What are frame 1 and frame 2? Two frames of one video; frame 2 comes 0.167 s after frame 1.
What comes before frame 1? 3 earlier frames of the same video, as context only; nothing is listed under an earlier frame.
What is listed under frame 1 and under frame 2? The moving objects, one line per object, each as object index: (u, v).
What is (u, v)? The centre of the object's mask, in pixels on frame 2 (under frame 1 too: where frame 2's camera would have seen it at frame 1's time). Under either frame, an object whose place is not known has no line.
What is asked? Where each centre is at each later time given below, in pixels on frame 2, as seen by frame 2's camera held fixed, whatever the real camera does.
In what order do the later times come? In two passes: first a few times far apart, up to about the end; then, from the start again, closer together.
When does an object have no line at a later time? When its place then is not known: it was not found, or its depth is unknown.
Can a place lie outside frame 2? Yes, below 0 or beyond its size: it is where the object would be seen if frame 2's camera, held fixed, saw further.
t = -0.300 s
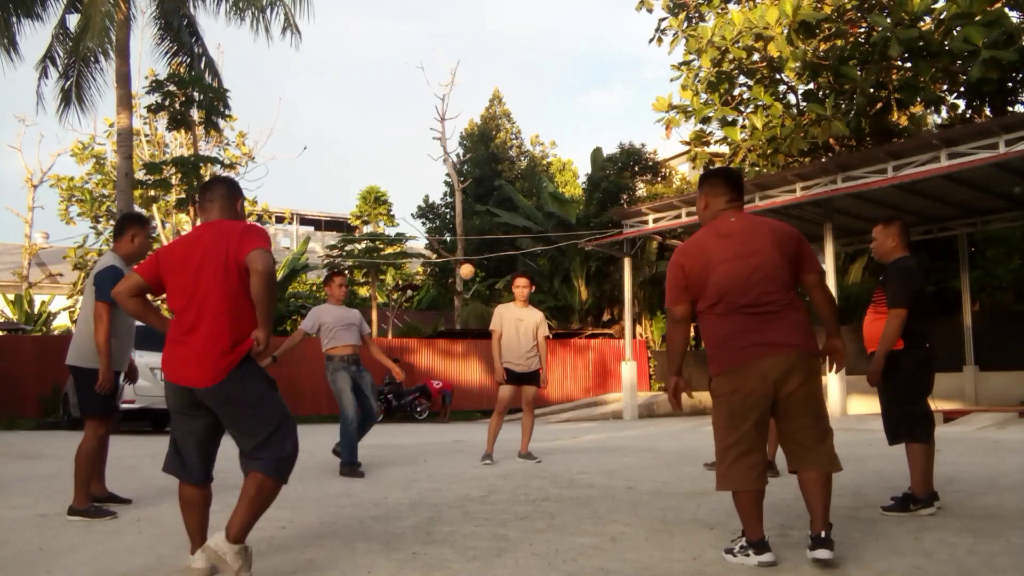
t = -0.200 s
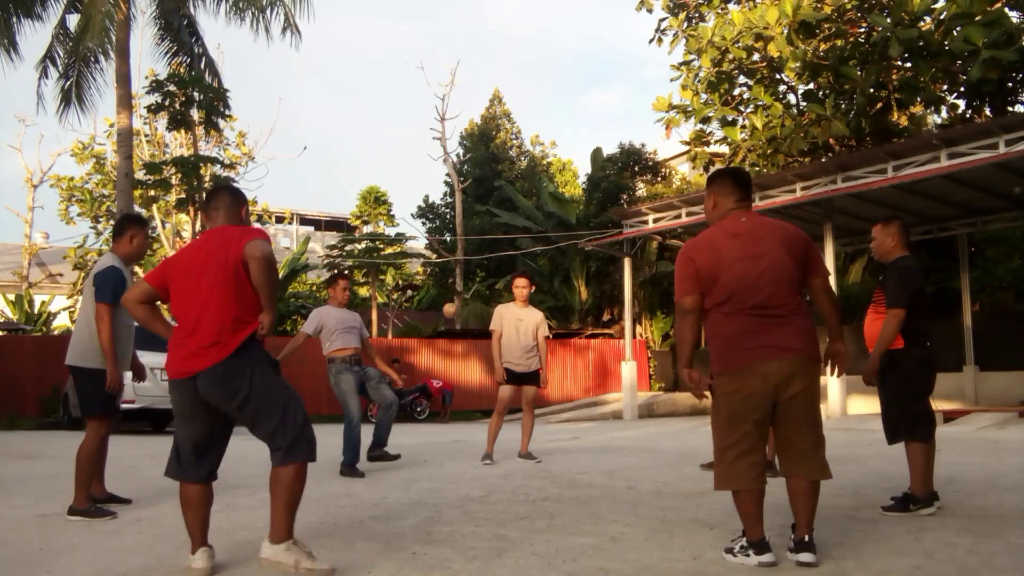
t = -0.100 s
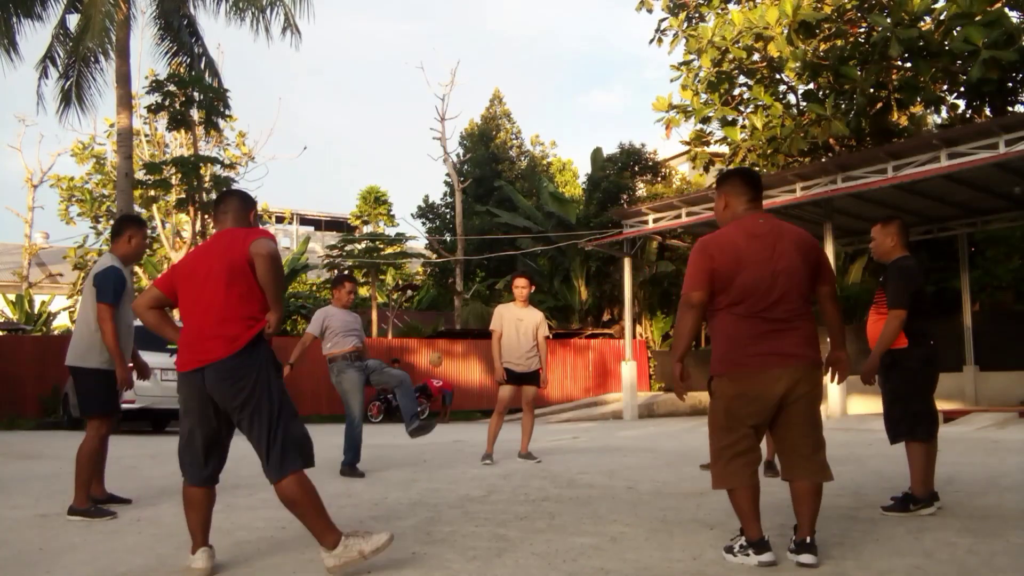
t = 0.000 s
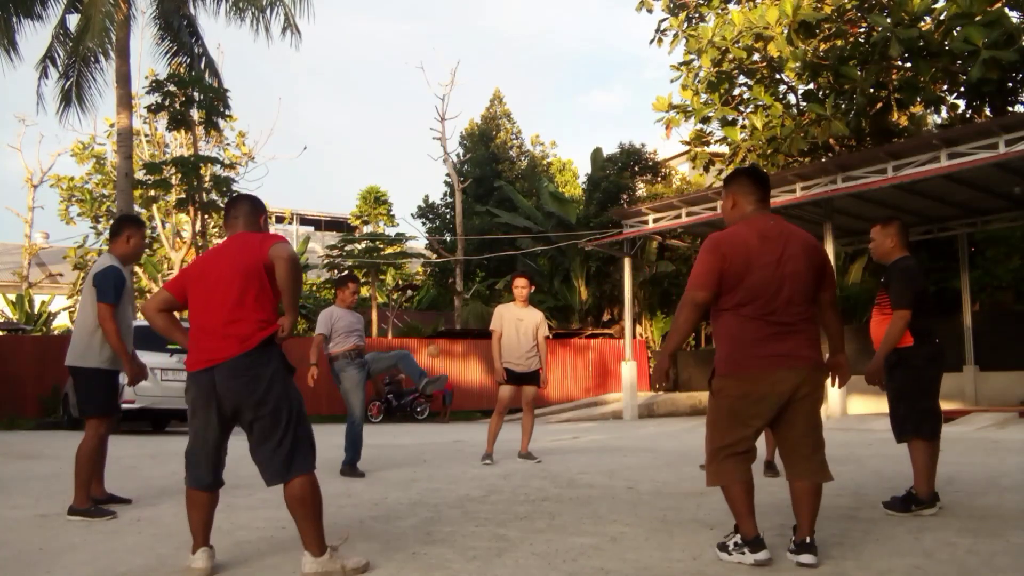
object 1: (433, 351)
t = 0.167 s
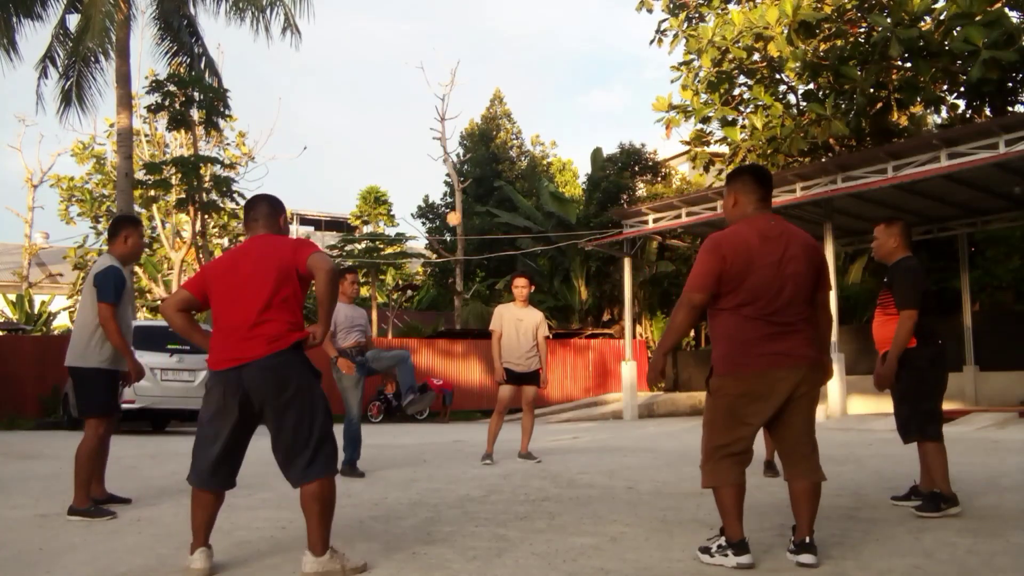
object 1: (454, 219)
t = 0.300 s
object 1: (472, 132)
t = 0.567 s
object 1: (519, 23)
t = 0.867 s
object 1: (590, 27)
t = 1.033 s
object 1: (644, 116)
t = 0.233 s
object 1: (464, 173)
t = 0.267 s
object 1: (468, 152)
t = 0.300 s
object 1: (472, 132)
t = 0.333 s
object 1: (478, 114)
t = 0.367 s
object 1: (484, 98)
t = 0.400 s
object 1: (489, 82)
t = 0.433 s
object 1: (494, 67)
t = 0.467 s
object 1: (500, 54)
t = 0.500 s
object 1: (506, 42)
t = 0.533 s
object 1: (512, 32)
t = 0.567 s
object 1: (519, 23)
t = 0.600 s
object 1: (526, 16)
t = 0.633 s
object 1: (532, 10)
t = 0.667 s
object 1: (540, 7)
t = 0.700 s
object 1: (547, 6)
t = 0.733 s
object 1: (555, 7)
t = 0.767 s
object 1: (564, 8)
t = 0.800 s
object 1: (572, 11)
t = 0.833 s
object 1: (581, 18)
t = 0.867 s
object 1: (590, 27)
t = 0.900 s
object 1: (600, 39)
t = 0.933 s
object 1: (610, 54)
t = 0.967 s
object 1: (621, 71)
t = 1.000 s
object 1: (632, 92)
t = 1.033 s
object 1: (644, 116)
